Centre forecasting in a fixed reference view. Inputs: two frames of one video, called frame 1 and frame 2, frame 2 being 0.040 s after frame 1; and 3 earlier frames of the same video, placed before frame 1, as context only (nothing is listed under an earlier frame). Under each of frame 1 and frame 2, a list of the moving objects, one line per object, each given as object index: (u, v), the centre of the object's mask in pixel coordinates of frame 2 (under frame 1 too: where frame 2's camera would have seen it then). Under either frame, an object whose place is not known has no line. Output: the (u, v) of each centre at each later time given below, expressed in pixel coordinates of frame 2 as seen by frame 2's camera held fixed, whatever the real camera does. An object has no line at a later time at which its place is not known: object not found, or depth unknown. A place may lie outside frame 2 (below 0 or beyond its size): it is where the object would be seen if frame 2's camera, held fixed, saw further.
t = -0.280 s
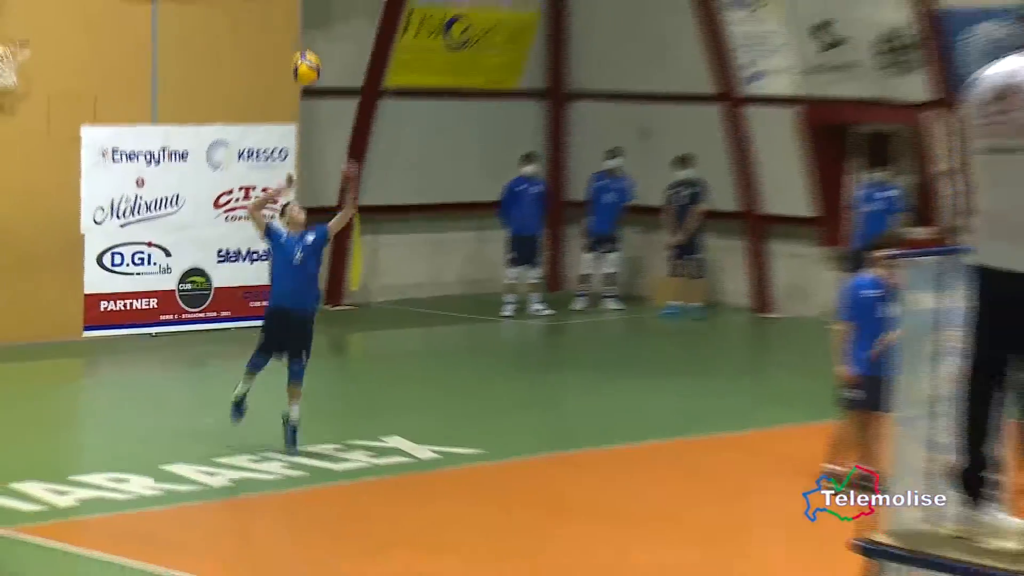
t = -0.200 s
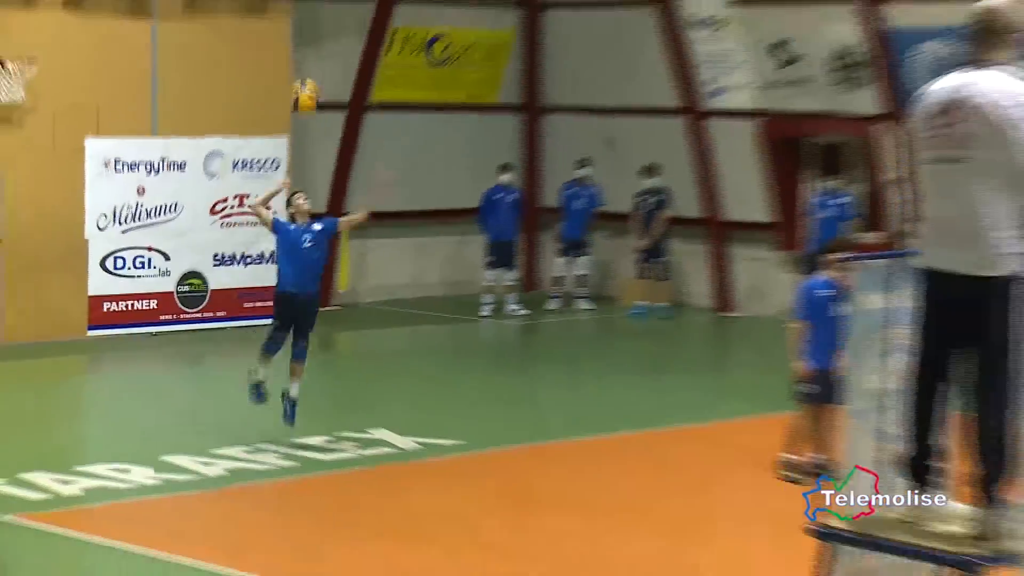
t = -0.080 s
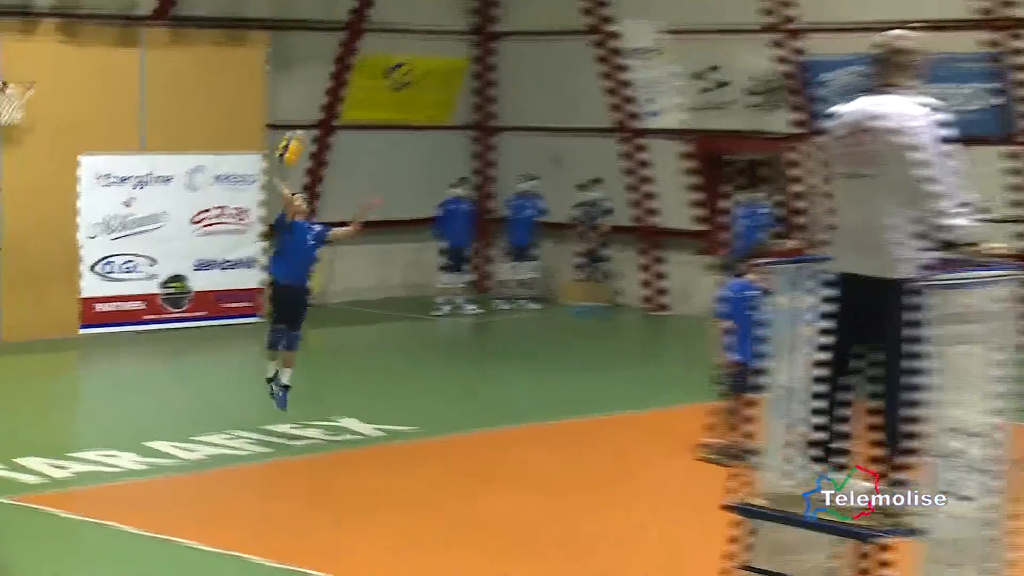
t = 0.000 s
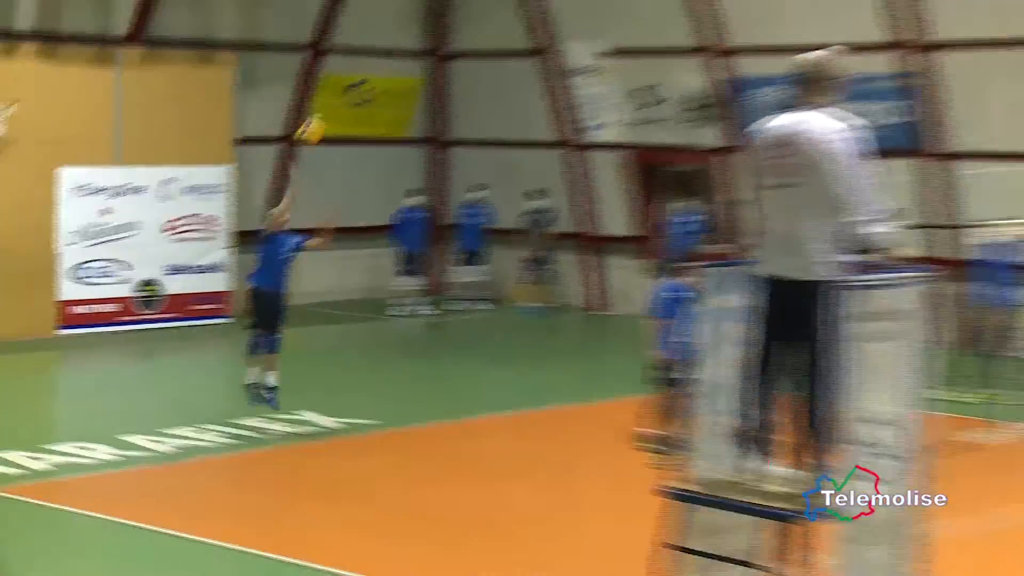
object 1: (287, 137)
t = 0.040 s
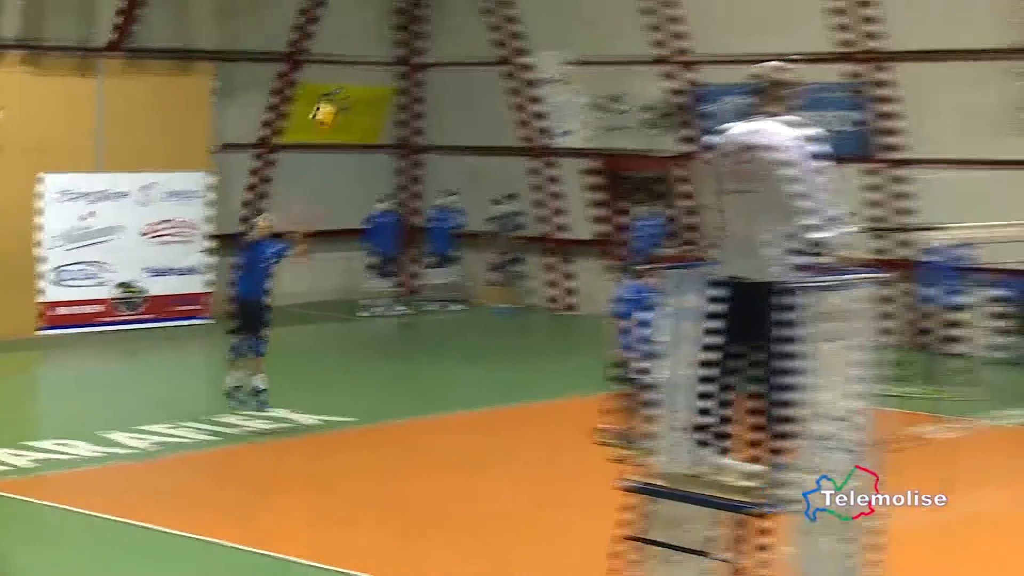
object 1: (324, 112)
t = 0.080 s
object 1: (360, 93)
